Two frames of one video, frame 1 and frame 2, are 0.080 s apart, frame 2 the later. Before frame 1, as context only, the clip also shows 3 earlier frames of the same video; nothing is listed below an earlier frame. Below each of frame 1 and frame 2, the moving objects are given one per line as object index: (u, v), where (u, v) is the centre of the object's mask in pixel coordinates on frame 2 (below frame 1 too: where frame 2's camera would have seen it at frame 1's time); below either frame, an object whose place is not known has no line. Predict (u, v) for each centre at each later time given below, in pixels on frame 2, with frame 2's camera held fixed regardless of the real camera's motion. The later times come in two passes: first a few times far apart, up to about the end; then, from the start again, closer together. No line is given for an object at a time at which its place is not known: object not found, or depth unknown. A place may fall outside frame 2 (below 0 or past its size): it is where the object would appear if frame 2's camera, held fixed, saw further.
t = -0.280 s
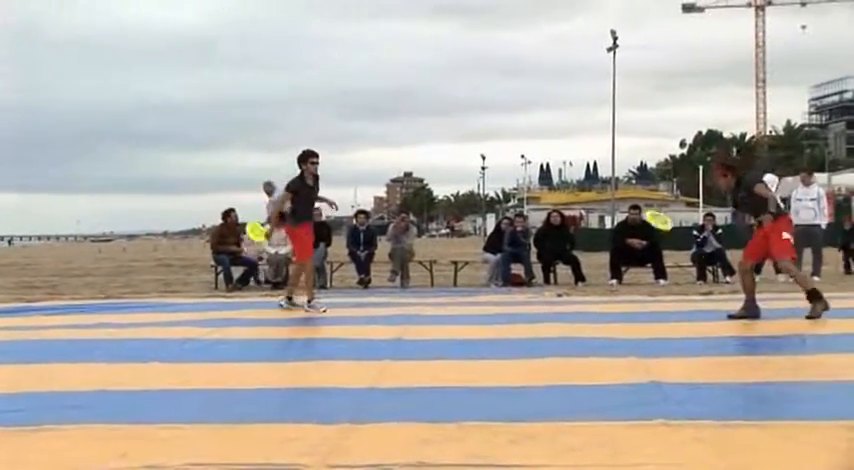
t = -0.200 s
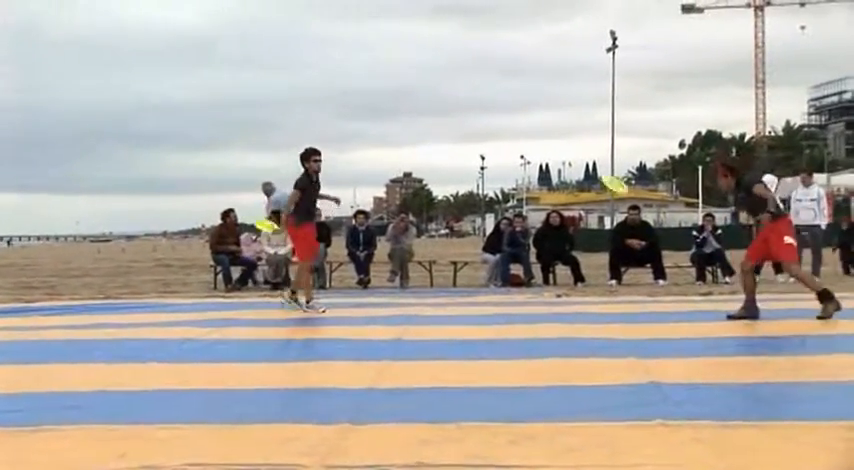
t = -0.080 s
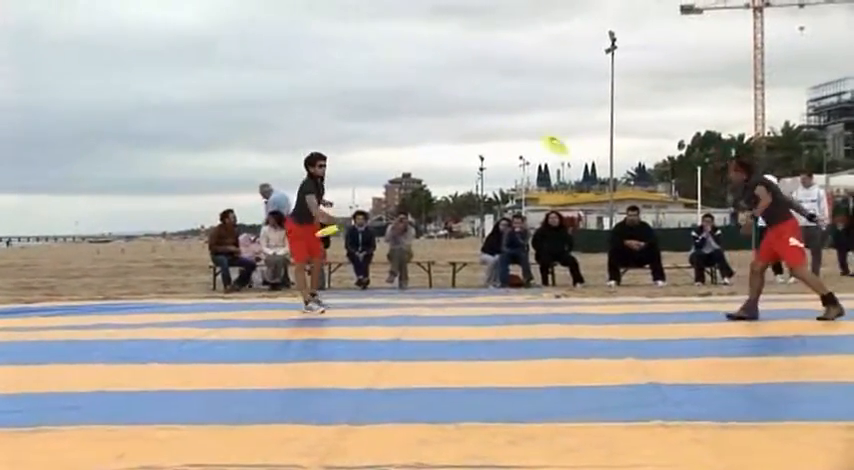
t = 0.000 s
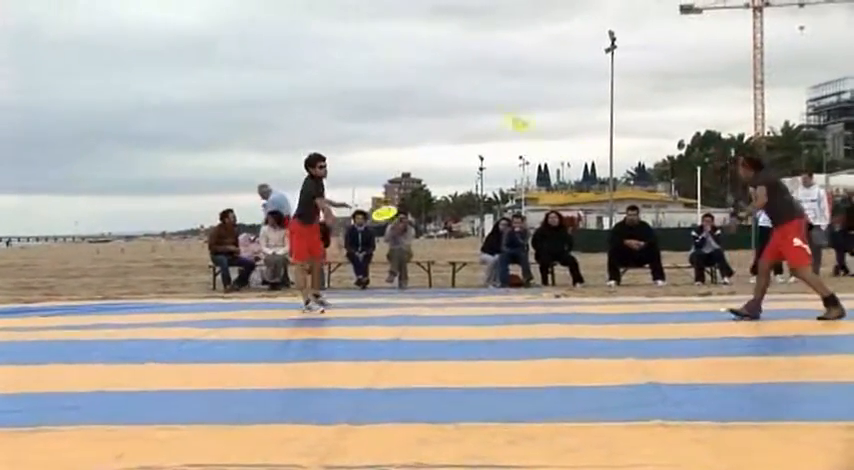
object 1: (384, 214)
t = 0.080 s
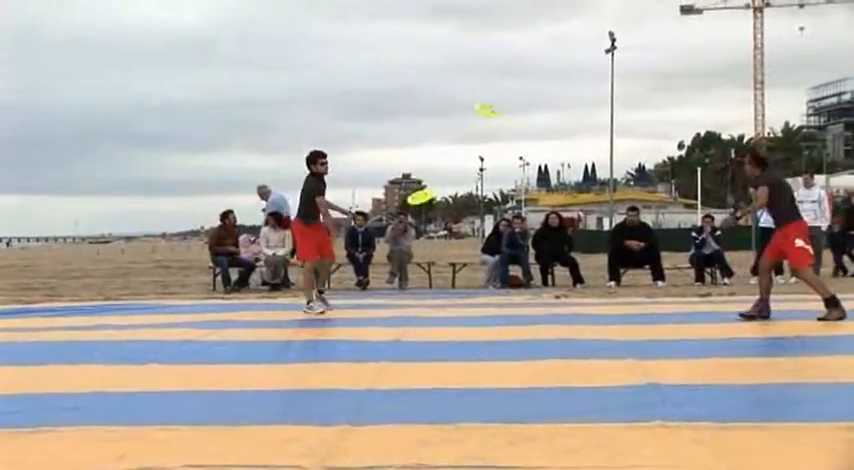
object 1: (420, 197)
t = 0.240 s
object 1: (486, 162)
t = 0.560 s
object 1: (592, 111)
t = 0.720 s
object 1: (638, 96)
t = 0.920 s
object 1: (686, 92)
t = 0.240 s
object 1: (486, 162)
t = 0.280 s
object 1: (499, 156)
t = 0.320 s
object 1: (514, 146)
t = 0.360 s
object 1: (529, 140)
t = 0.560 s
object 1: (592, 111)
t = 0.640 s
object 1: (619, 102)
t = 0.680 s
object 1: (629, 98)
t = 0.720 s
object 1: (638, 96)
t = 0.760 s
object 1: (649, 94)
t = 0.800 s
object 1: (654, 93)
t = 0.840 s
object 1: (664, 92)
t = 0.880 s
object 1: (674, 92)
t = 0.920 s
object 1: (686, 92)
